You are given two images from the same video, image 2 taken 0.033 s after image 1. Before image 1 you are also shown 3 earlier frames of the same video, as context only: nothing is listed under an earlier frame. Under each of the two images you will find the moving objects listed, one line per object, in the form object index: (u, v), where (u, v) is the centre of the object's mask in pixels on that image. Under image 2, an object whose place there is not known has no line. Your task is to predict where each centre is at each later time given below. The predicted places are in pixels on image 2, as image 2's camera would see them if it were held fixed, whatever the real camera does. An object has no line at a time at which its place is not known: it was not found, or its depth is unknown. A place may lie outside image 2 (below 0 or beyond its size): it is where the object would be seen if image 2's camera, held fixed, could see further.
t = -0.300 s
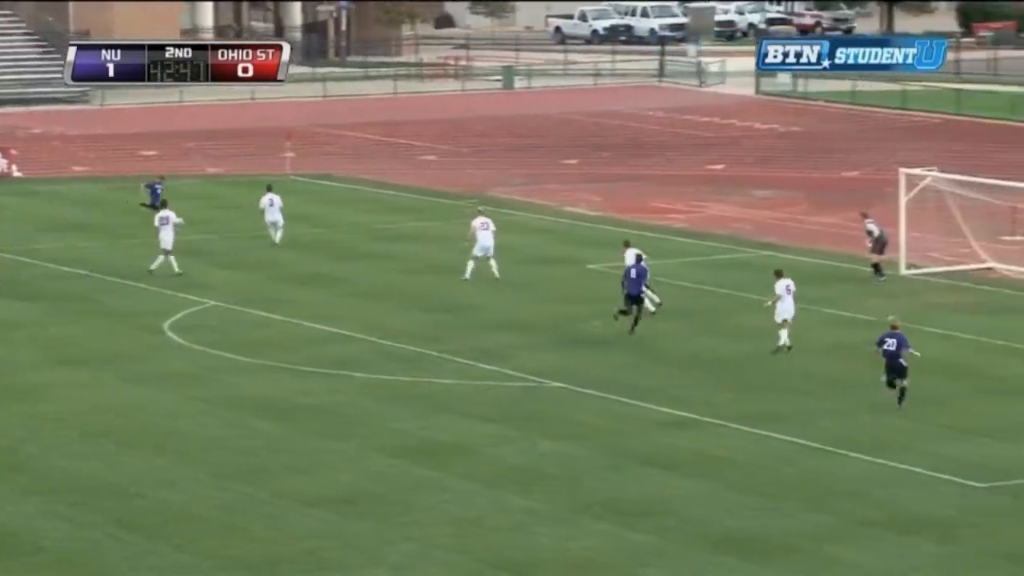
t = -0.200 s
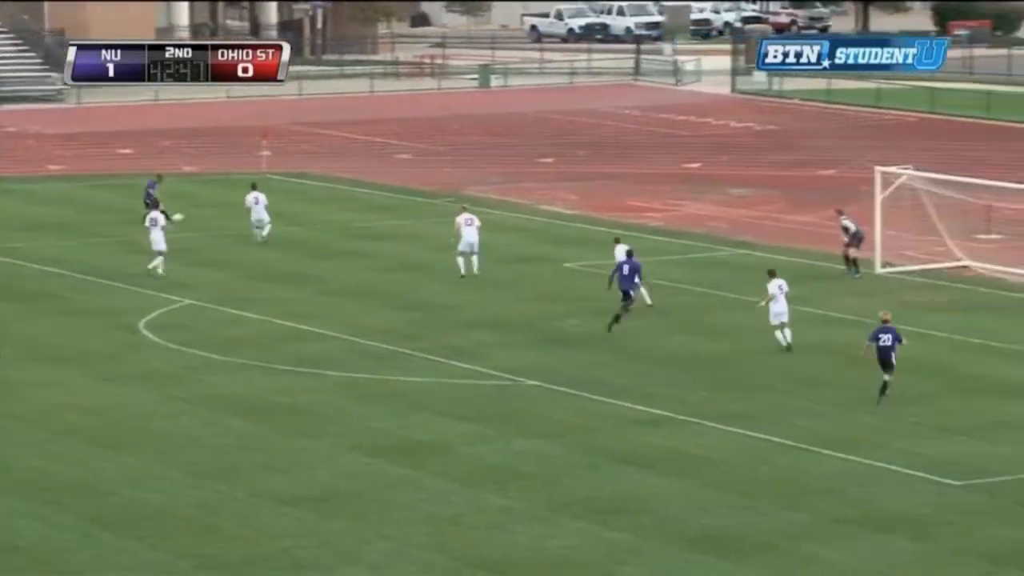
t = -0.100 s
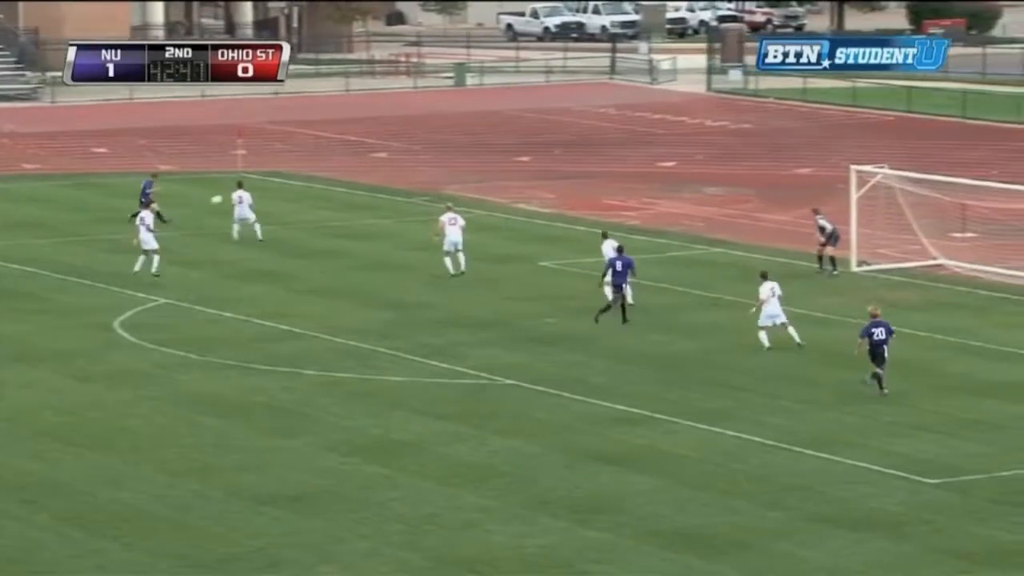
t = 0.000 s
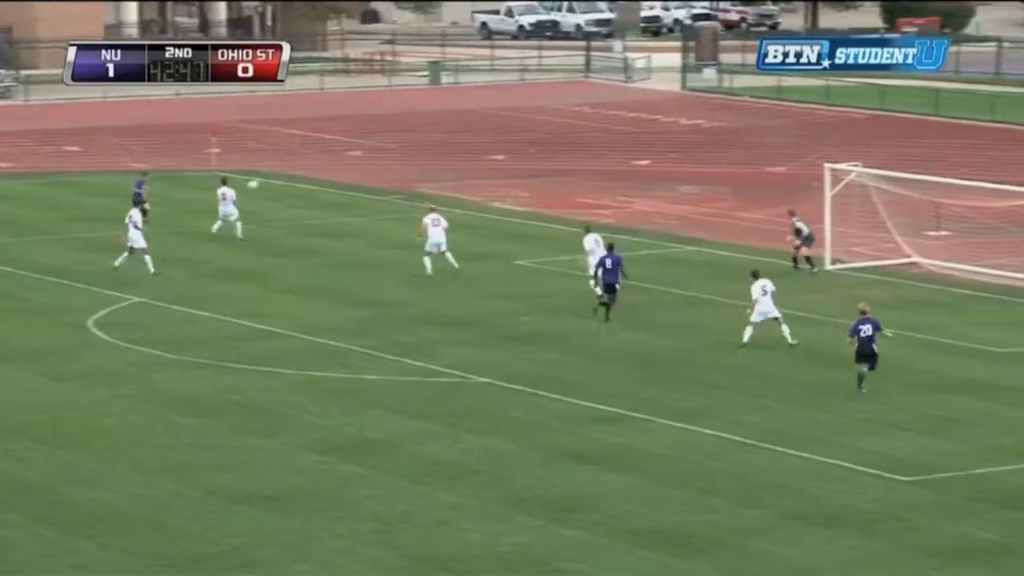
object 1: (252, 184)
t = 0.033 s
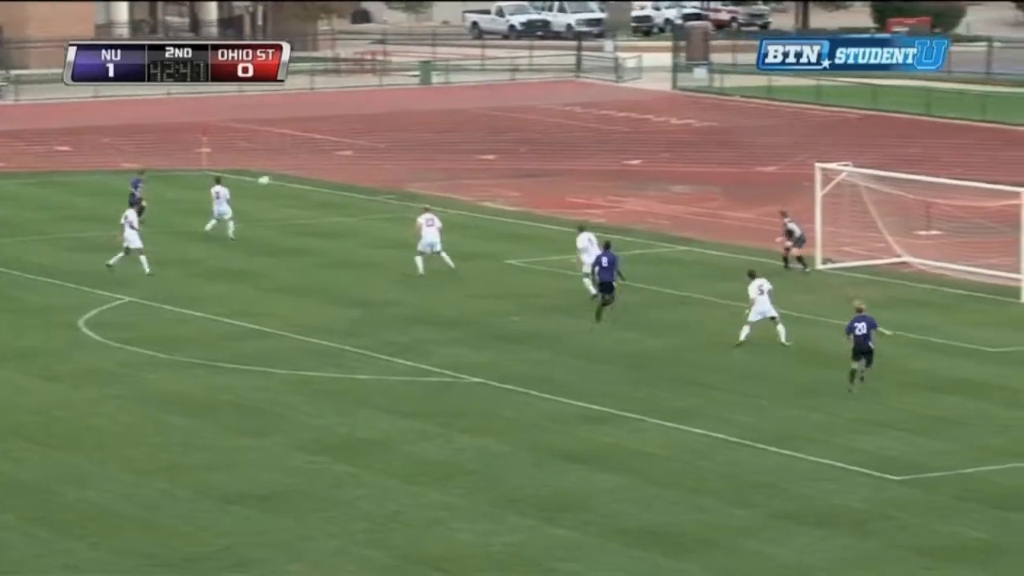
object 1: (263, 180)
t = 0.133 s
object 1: (323, 170)
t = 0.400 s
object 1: (474, 160)
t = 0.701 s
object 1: (635, 177)
